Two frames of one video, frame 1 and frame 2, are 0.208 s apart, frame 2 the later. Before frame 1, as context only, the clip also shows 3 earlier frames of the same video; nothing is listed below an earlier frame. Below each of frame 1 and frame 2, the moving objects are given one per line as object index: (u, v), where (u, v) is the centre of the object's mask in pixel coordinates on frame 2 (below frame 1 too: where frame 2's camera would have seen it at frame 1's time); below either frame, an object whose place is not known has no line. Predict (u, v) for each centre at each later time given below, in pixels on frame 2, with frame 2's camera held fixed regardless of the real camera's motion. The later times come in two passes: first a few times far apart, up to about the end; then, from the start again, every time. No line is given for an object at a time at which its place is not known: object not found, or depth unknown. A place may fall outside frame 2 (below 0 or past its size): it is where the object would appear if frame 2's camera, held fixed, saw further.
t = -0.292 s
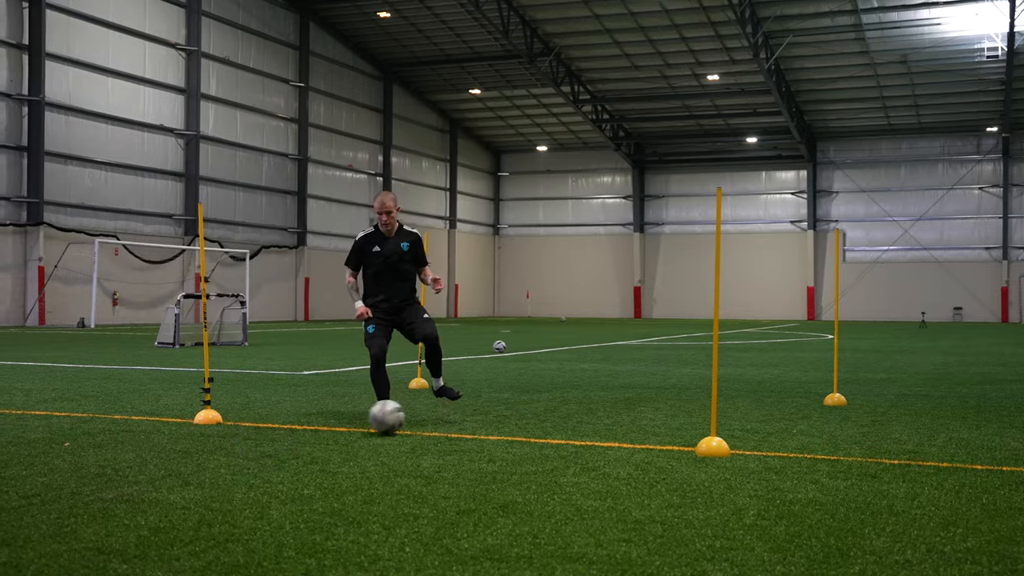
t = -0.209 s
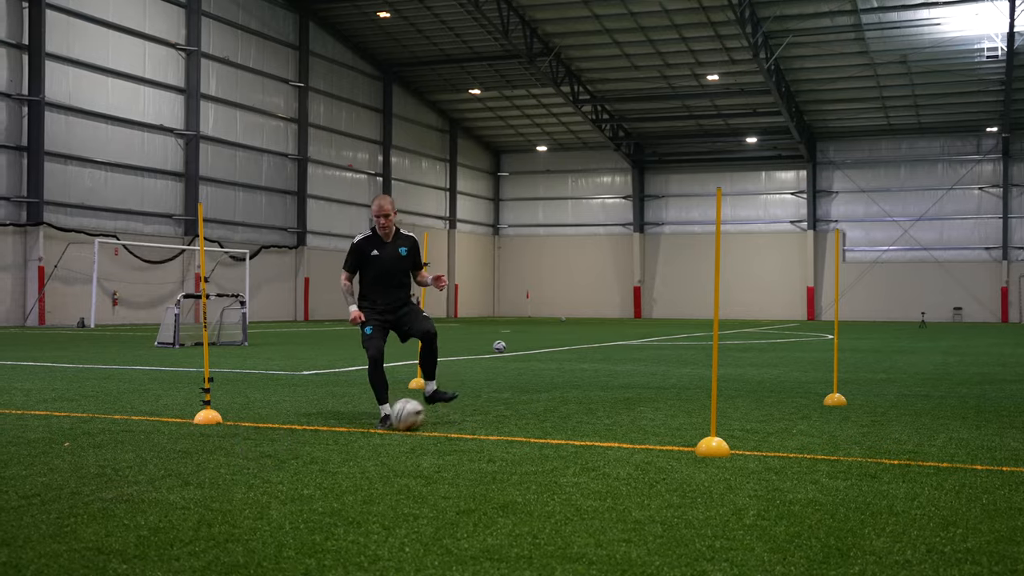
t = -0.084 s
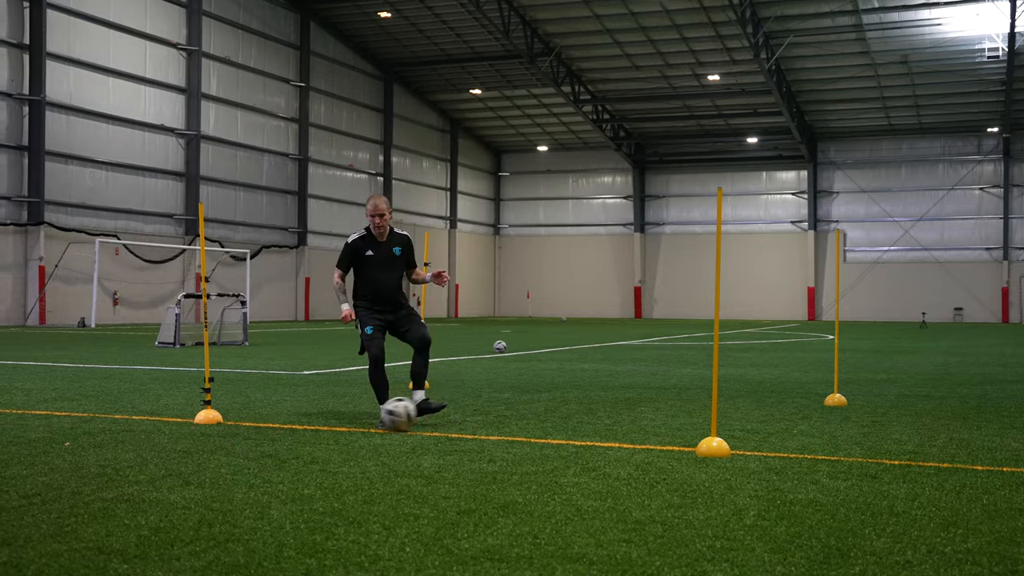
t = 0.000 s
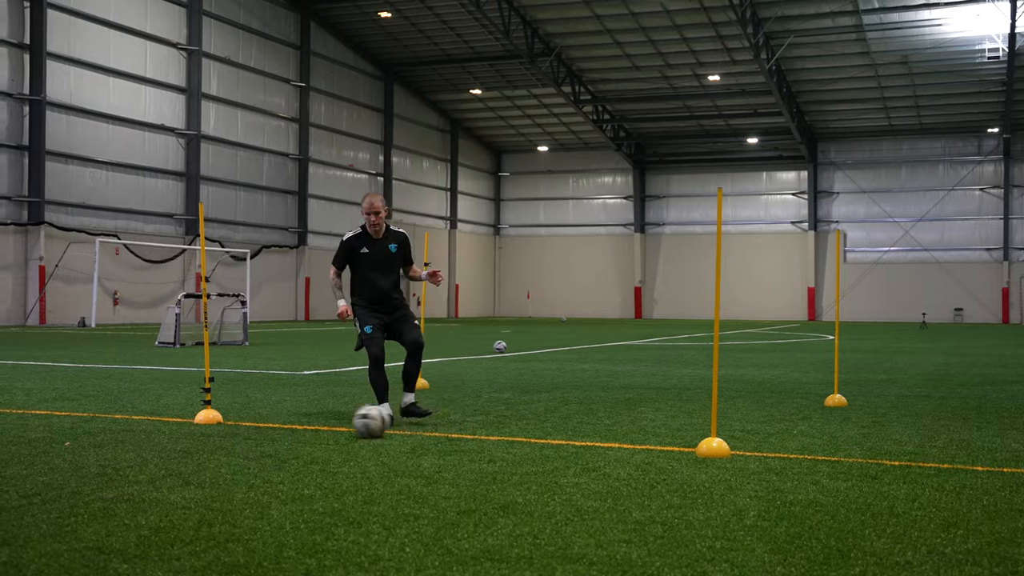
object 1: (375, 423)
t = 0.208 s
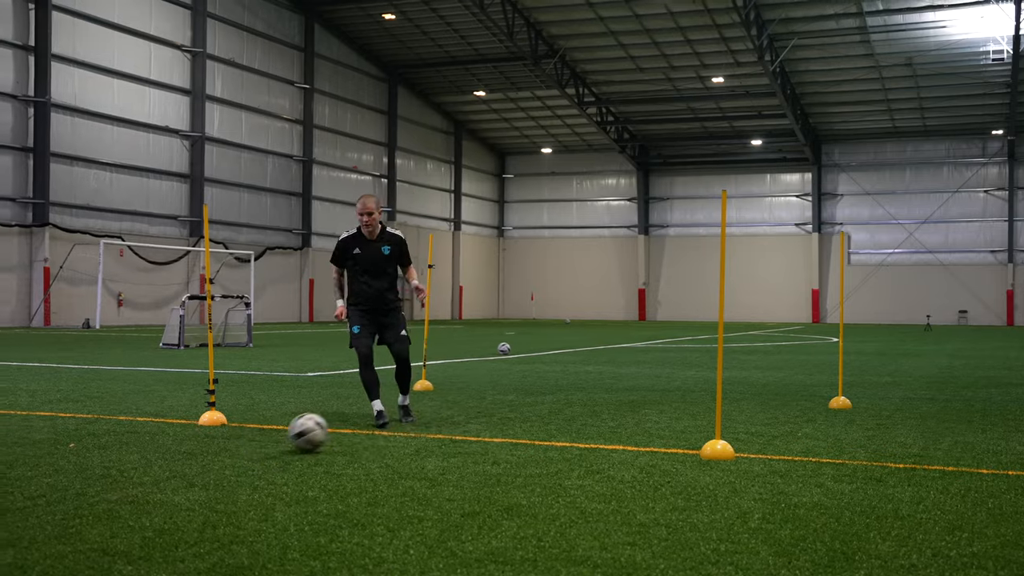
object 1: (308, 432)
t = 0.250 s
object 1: (289, 437)
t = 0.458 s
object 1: (213, 450)
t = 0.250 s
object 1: (289, 437)
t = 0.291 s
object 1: (277, 440)
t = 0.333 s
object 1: (259, 443)
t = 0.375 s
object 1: (246, 445)
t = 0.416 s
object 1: (226, 448)
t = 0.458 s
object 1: (213, 450)
